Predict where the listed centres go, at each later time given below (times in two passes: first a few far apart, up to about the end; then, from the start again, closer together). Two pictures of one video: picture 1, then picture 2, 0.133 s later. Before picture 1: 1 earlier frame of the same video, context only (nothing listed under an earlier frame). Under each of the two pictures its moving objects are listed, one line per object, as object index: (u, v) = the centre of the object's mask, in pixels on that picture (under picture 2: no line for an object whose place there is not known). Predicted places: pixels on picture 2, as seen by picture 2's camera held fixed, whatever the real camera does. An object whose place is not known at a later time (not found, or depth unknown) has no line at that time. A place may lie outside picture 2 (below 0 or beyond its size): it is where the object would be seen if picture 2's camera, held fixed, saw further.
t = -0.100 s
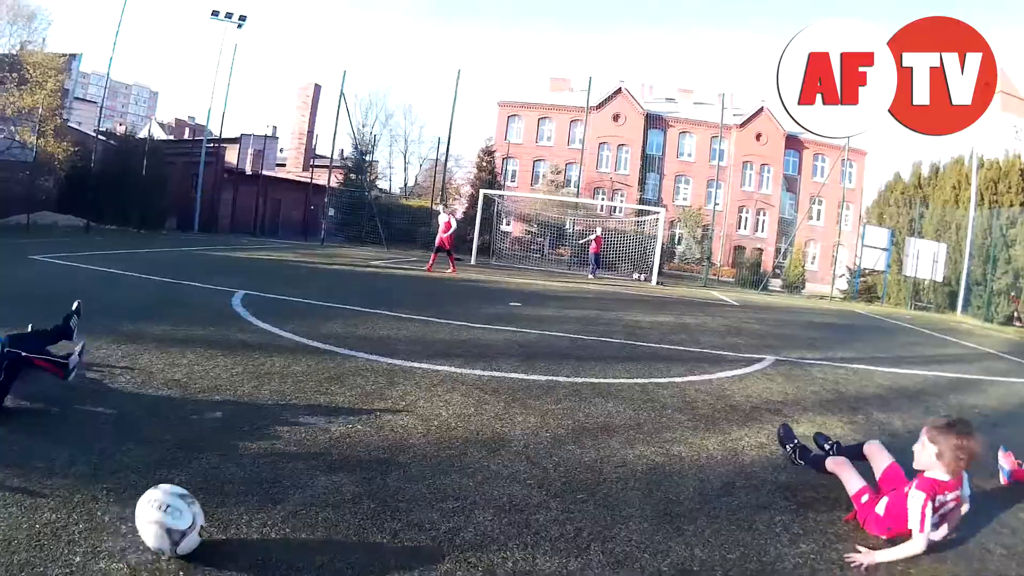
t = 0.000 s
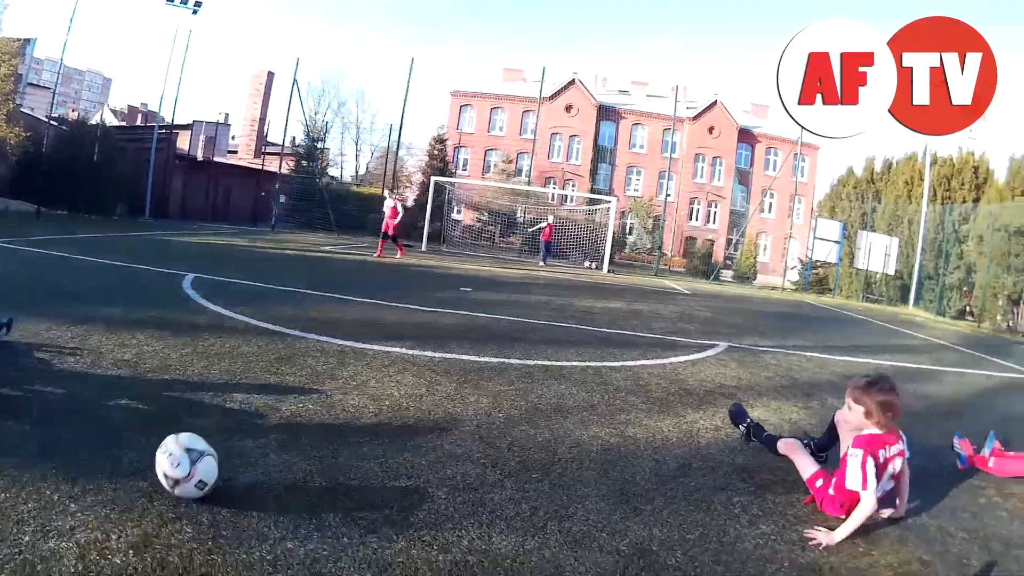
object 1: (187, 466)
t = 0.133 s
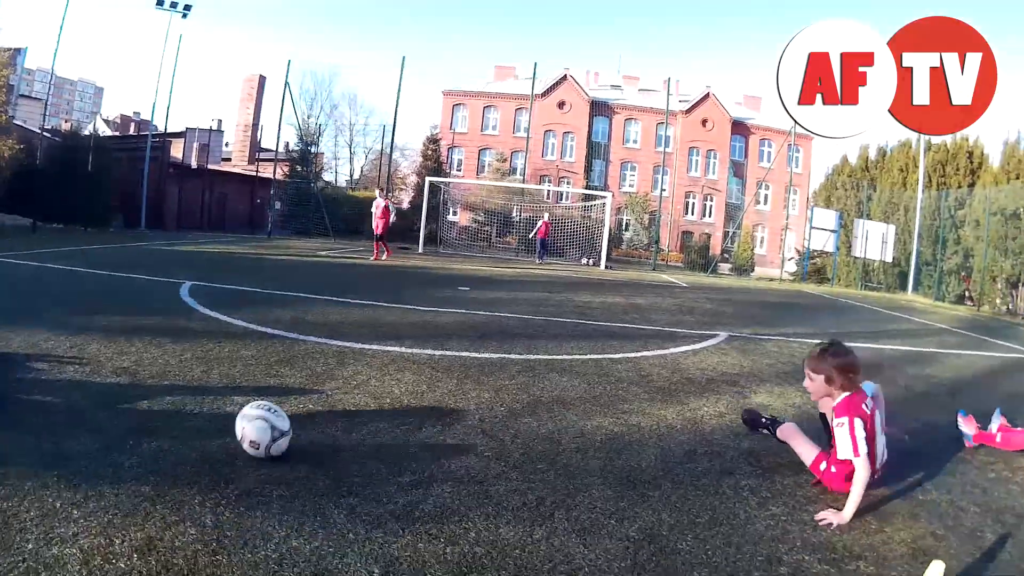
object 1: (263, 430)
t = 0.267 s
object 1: (320, 401)
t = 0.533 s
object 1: (398, 358)
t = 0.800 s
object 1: (444, 338)
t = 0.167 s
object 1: (280, 422)
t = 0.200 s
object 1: (294, 415)
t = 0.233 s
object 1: (308, 408)
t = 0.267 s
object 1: (320, 401)
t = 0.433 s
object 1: (375, 372)
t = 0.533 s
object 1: (398, 358)
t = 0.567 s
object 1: (406, 354)
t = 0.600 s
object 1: (414, 353)
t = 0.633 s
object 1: (421, 349)
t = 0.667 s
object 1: (425, 348)
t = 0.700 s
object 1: (430, 345)
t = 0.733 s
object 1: (435, 343)
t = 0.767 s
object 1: (440, 341)
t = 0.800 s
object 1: (444, 338)
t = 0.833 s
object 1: (448, 336)
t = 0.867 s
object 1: (450, 333)
